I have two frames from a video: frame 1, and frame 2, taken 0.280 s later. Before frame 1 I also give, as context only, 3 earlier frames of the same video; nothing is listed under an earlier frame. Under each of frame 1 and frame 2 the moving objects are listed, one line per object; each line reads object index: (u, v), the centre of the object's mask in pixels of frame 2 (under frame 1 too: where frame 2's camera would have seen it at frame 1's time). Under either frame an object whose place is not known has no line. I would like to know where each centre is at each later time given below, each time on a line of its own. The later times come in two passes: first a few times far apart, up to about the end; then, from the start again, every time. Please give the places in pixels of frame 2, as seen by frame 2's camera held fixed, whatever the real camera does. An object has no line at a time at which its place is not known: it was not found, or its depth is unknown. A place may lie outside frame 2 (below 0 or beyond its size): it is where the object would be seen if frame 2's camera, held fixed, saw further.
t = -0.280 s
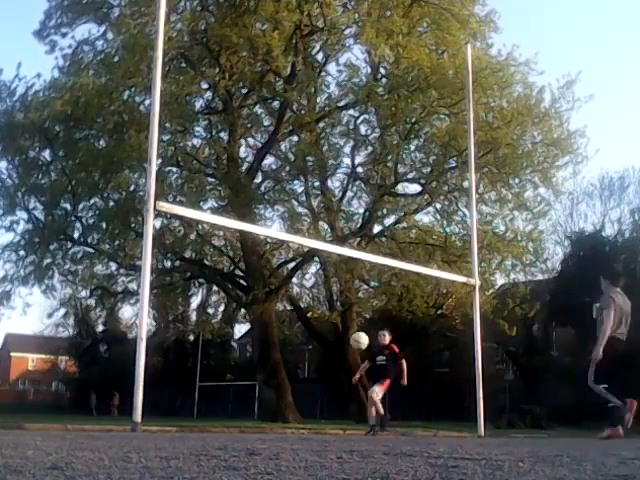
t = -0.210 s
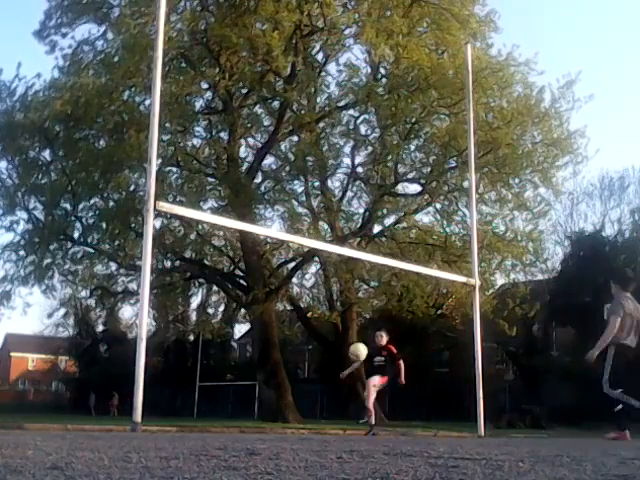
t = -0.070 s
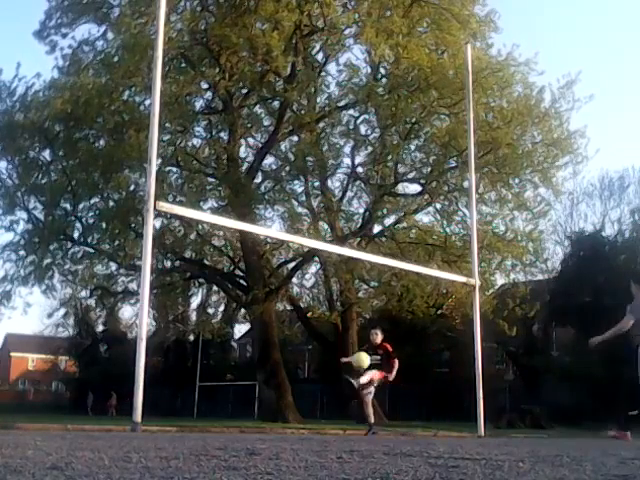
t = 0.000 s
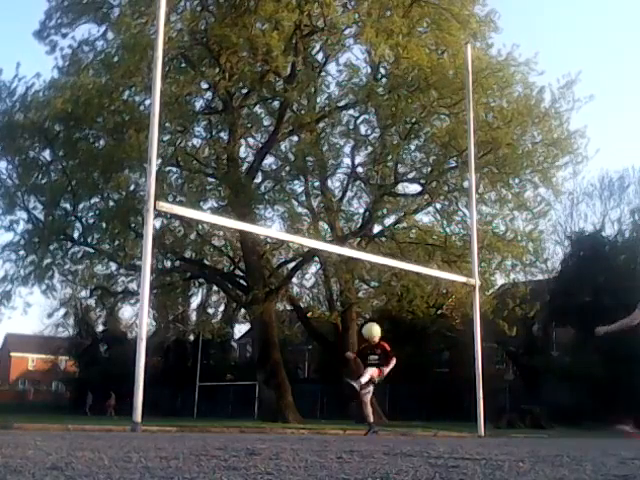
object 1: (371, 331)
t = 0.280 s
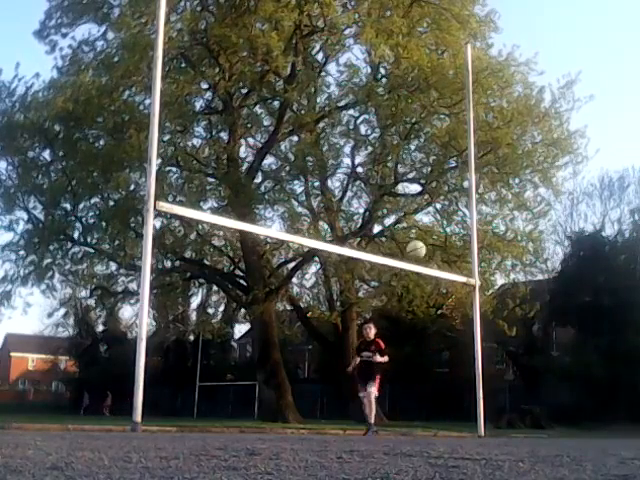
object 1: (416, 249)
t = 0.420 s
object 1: (440, 230)
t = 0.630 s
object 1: (484, 231)
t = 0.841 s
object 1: (529, 280)
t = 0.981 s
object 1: (565, 346)
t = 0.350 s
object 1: (428, 237)
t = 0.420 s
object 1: (440, 230)
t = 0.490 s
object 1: (453, 227)
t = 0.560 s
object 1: (472, 225)
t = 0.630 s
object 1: (484, 231)
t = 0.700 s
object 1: (497, 242)
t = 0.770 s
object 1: (512, 258)
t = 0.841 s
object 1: (529, 280)
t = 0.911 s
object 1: (546, 309)
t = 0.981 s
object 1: (565, 346)
